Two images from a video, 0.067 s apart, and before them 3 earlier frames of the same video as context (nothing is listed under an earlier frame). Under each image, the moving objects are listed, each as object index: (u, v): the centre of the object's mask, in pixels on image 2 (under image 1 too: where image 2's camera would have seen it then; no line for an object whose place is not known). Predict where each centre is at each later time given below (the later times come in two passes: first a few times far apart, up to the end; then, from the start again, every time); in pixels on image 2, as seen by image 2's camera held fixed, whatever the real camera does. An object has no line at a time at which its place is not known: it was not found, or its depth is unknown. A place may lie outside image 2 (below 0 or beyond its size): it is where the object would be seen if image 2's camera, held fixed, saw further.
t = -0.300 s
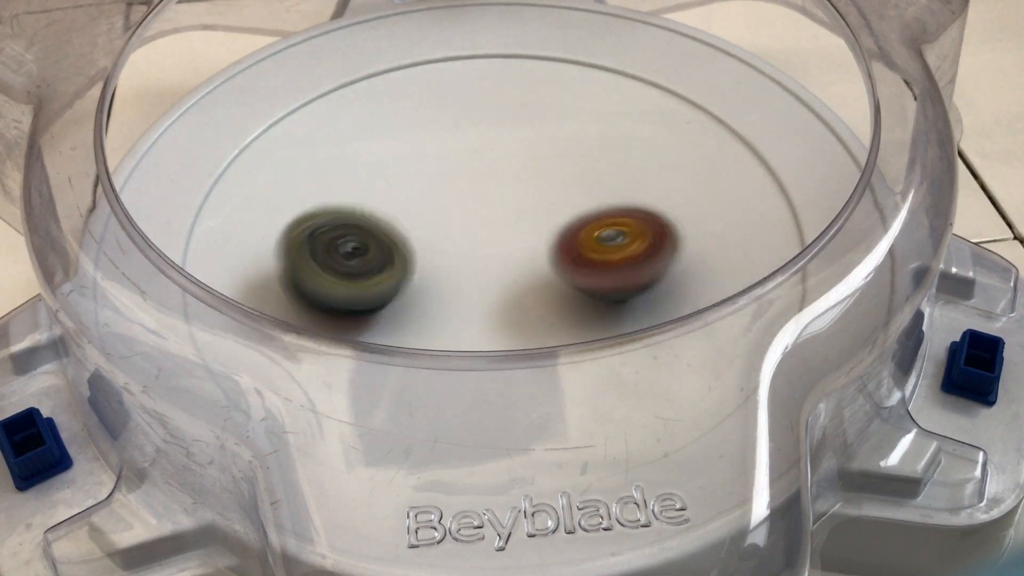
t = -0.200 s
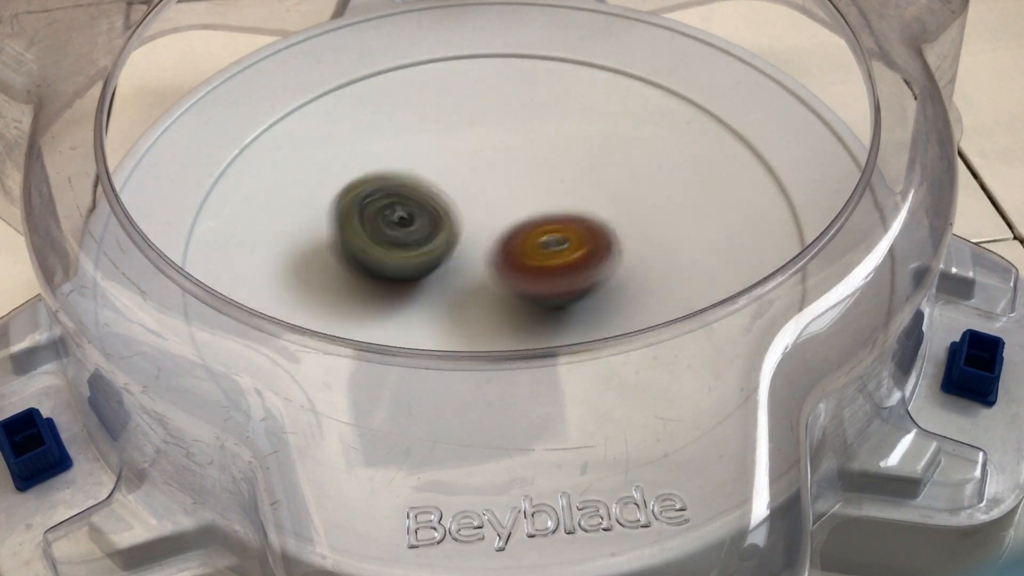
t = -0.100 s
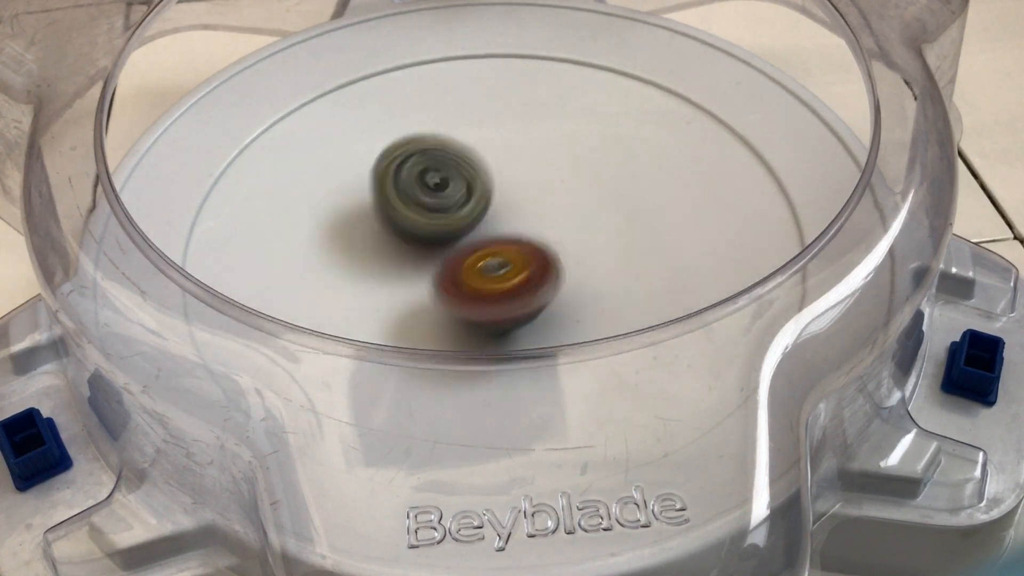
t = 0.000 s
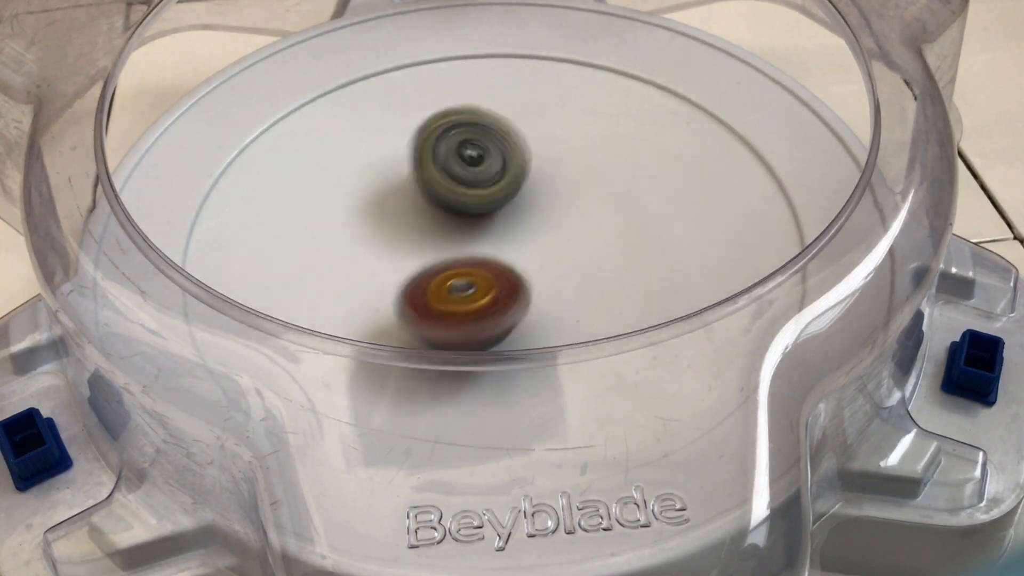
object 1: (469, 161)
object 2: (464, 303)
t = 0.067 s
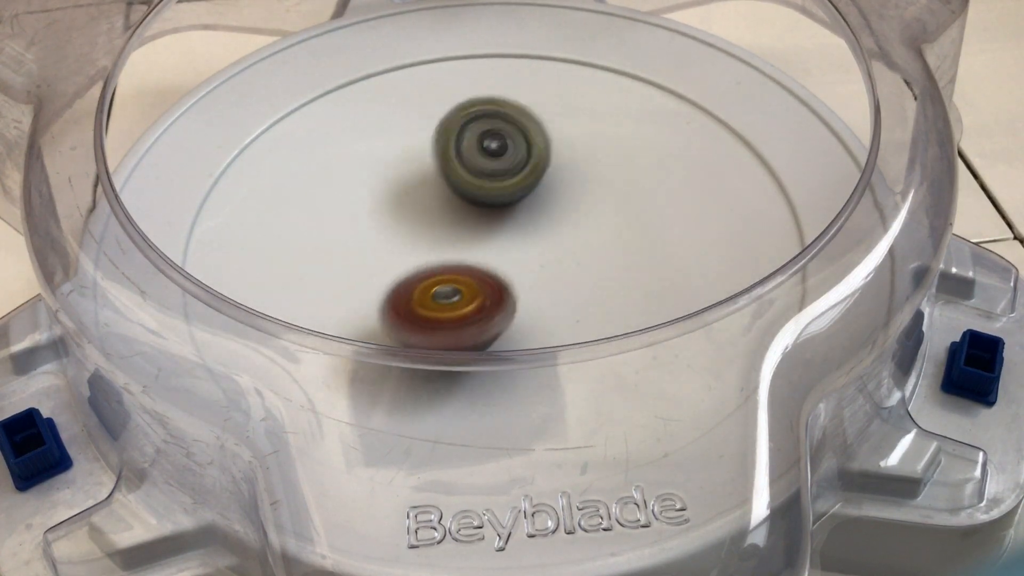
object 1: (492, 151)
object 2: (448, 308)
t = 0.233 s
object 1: (547, 148)
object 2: (436, 302)
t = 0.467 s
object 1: (602, 192)
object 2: (433, 258)
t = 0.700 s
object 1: (589, 261)
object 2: (409, 200)
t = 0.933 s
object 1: (503, 293)
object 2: (428, 174)
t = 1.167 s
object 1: (432, 258)
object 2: (478, 165)
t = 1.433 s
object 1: (409, 234)
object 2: (593, 71)
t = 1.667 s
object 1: (506, 208)
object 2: (585, 86)
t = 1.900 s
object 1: (518, 297)
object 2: (599, 134)
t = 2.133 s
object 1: (530, 368)
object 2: (600, 218)
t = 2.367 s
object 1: (441, 383)
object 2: (639, 258)
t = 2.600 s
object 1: (390, 309)
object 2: (613, 250)
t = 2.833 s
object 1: (389, 208)
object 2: (538, 247)
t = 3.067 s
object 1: (412, 164)
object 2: (537, 246)
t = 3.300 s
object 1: (505, 163)
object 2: (533, 250)
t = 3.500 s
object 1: (531, 127)
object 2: (537, 290)
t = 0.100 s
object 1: (504, 148)
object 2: (443, 308)
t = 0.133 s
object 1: (515, 146)
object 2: (439, 308)
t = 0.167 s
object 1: (524, 147)
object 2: (437, 307)
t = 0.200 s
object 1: (536, 147)
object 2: (436, 305)
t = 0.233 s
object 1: (547, 148)
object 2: (436, 302)
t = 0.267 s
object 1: (556, 152)
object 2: (438, 298)
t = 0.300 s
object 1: (566, 156)
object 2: (439, 293)
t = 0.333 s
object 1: (575, 160)
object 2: (440, 287)
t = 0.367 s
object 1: (583, 167)
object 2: (440, 281)
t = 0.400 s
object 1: (592, 175)
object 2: (439, 274)
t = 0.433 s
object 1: (598, 182)
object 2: (437, 266)
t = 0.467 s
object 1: (602, 192)
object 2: (433, 258)
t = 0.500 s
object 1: (605, 203)
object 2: (429, 248)
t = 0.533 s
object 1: (608, 212)
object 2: (425, 240)
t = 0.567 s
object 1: (607, 223)
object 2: (420, 231)
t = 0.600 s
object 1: (605, 234)
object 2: (416, 222)
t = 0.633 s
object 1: (602, 242)
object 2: (413, 215)
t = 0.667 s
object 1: (596, 253)
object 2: (410, 207)
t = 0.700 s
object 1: (589, 261)
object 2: (409, 200)
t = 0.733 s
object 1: (580, 269)
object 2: (408, 194)
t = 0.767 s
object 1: (569, 277)
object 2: (409, 189)
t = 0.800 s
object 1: (558, 283)
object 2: (411, 184)
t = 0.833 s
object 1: (545, 287)
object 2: (414, 181)
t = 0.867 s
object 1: (530, 291)
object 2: (418, 178)
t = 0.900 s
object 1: (518, 292)
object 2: (423, 175)
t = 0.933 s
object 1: (503, 293)
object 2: (428, 174)
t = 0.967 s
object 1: (489, 292)
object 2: (434, 172)
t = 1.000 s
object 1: (478, 289)
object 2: (440, 170)
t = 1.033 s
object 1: (466, 286)
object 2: (446, 168)
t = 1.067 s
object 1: (454, 280)
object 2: (454, 166)
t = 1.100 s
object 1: (446, 273)
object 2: (462, 165)
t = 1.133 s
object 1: (438, 266)
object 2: (470, 165)
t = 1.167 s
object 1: (432, 258)
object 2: (478, 165)
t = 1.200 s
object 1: (428, 252)
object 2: (488, 163)
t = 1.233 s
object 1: (410, 255)
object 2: (511, 151)
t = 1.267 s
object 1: (398, 256)
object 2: (533, 136)
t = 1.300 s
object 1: (392, 256)
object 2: (550, 121)
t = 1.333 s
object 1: (389, 253)
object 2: (566, 105)
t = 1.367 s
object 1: (393, 248)
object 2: (578, 92)
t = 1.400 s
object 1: (399, 241)
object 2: (587, 81)
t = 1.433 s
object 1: (409, 234)
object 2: (593, 71)
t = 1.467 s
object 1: (422, 227)
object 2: (598, 67)
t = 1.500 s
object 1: (434, 222)
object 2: (600, 66)
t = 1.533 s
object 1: (450, 217)
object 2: (599, 67)
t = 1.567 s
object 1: (463, 213)
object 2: (597, 70)
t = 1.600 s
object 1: (479, 210)
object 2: (594, 74)
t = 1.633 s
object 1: (494, 208)
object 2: (590, 81)
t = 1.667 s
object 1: (506, 208)
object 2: (585, 86)
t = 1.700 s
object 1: (520, 209)
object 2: (582, 94)
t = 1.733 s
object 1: (530, 209)
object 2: (579, 105)
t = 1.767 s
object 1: (542, 213)
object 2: (577, 116)
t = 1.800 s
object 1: (536, 230)
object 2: (586, 123)
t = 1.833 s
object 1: (529, 258)
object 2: (595, 126)
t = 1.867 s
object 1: (523, 282)
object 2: (598, 130)
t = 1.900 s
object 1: (518, 297)
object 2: (599, 134)
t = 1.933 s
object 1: (515, 307)
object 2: (599, 141)
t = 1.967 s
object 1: (512, 331)
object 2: (599, 148)
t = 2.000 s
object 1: (512, 347)
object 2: (598, 158)
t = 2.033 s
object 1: (515, 351)
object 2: (597, 170)
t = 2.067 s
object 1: (519, 369)
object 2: (597, 184)
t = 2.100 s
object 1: (524, 369)
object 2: (597, 200)
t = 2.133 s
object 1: (530, 368)
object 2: (600, 218)
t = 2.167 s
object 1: (535, 368)
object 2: (602, 233)
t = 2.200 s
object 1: (536, 349)
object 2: (604, 248)
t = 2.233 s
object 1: (534, 349)
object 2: (608, 261)
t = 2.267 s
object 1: (507, 373)
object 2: (625, 260)
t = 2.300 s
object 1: (485, 379)
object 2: (636, 259)
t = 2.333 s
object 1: (460, 383)
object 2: (639, 258)
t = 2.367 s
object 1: (441, 383)
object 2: (639, 258)
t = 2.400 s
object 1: (424, 380)
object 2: (637, 257)
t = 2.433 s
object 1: (411, 369)
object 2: (635, 257)
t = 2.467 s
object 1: (406, 348)
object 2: (632, 255)
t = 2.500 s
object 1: (398, 347)
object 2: (628, 254)
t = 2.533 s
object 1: (393, 319)
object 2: (624, 253)
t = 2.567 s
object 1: (389, 316)
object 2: (619, 252)
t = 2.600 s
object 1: (390, 309)
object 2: (613, 250)
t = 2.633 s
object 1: (393, 299)
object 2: (603, 249)
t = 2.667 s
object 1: (398, 287)
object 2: (591, 248)
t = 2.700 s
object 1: (403, 274)
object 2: (575, 246)
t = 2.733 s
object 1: (408, 261)
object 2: (558, 244)
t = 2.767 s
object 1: (411, 248)
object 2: (540, 243)
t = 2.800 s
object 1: (407, 227)
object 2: (533, 242)
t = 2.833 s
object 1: (389, 208)
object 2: (538, 247)
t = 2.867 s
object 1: (377, 192)
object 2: (538, 249)
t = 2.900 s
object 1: (377, 178)
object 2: (536, 251)
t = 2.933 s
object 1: (377, 167)
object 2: (536, 250)
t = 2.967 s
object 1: (382, 165)
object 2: (536, 249)
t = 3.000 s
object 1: (390, 164)
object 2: (536, 248)
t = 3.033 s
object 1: (400, 163)
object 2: (537, 246)
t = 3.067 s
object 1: (412, 164)
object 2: (537, 246)
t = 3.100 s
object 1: (424, 167)
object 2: (537, 244)
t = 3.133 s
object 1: (437, 170)
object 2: (537, 243)
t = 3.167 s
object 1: (448, 172)
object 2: (537, 242)
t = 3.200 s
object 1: (459, 174)
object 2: (538, 240)
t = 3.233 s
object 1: (471, 173)
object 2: (536, 240)
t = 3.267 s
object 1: (485, 171)
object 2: (534, 240)
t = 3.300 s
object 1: (505, 163)
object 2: (533, 250)
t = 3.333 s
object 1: (518, 156)
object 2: (535, 263)
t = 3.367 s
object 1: (529, 146)
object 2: (537, 272)
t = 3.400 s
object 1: (534, 137)
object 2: (539, 277)
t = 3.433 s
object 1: (534, 131)
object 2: (540, 283)
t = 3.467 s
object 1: (532, 128)
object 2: (539, 287)
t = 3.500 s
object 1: (531, 127)
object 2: (537, 290)
